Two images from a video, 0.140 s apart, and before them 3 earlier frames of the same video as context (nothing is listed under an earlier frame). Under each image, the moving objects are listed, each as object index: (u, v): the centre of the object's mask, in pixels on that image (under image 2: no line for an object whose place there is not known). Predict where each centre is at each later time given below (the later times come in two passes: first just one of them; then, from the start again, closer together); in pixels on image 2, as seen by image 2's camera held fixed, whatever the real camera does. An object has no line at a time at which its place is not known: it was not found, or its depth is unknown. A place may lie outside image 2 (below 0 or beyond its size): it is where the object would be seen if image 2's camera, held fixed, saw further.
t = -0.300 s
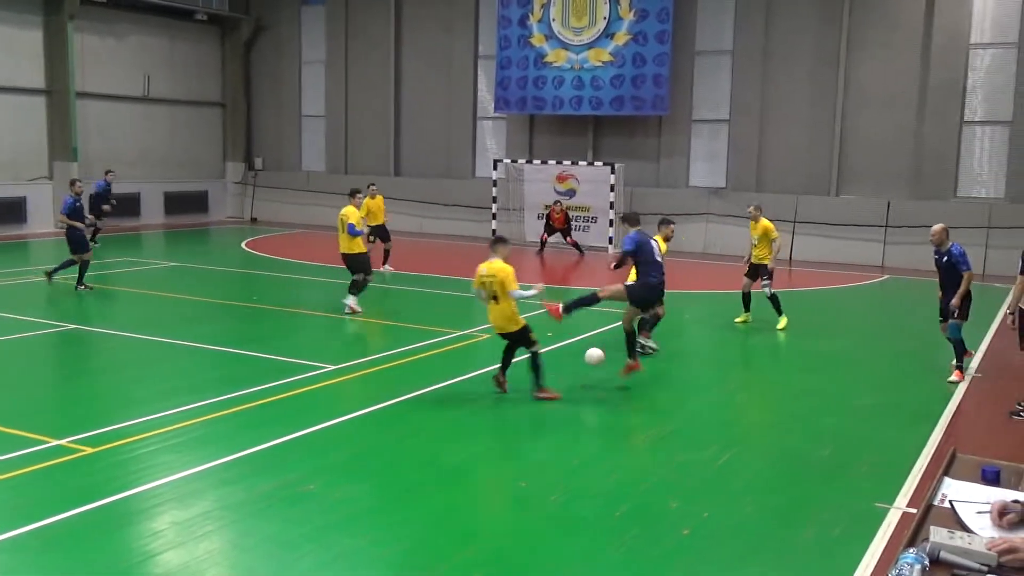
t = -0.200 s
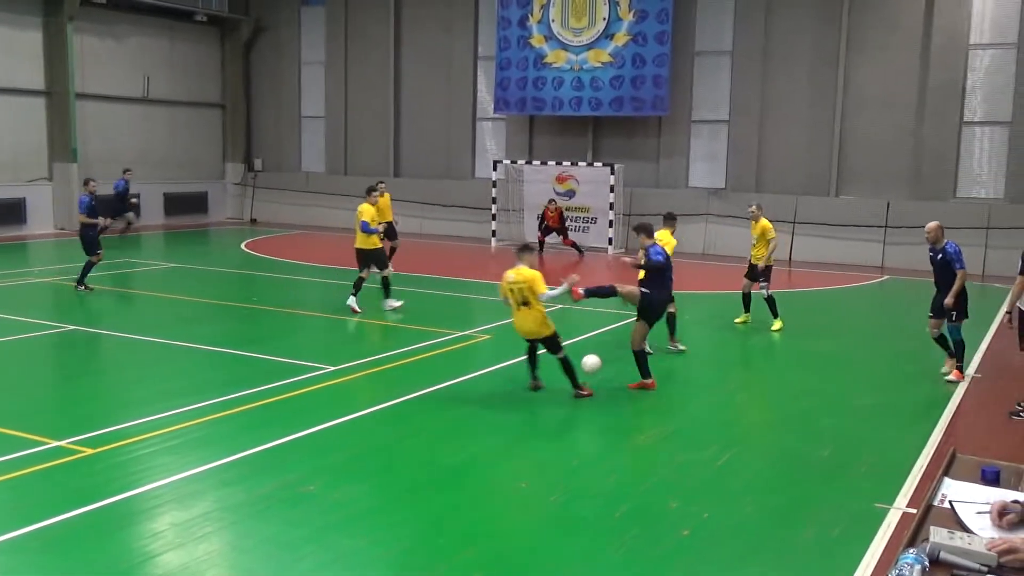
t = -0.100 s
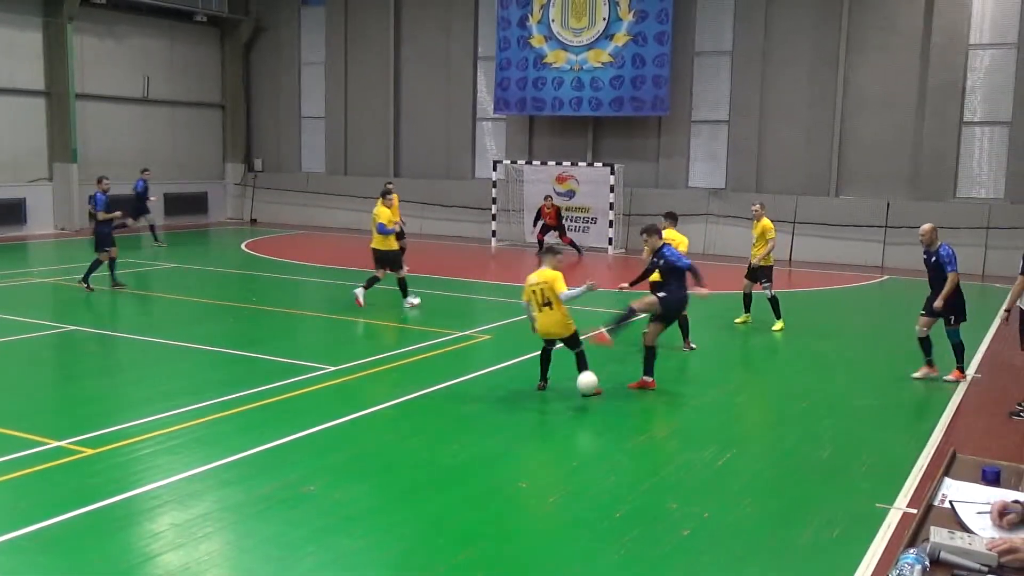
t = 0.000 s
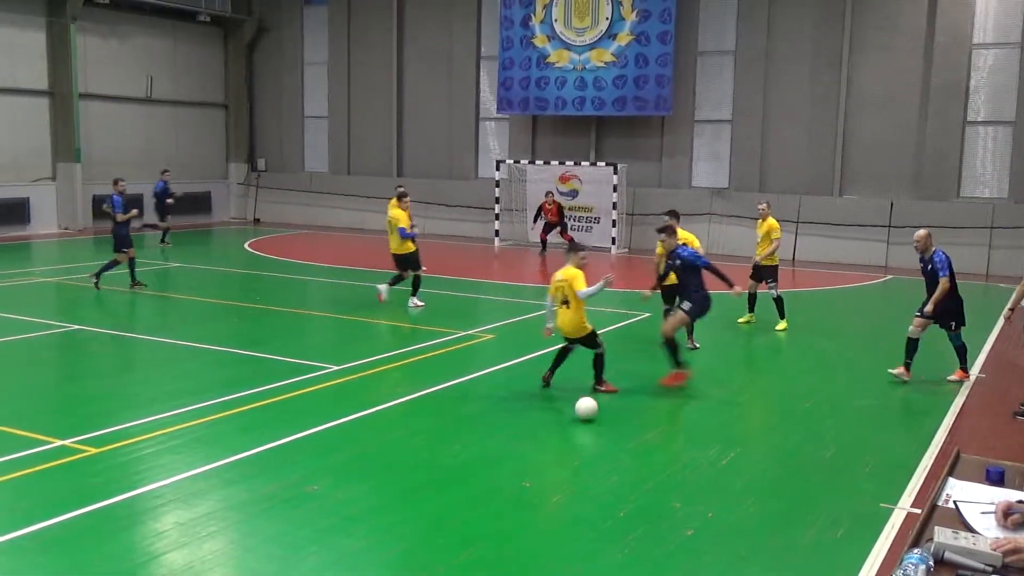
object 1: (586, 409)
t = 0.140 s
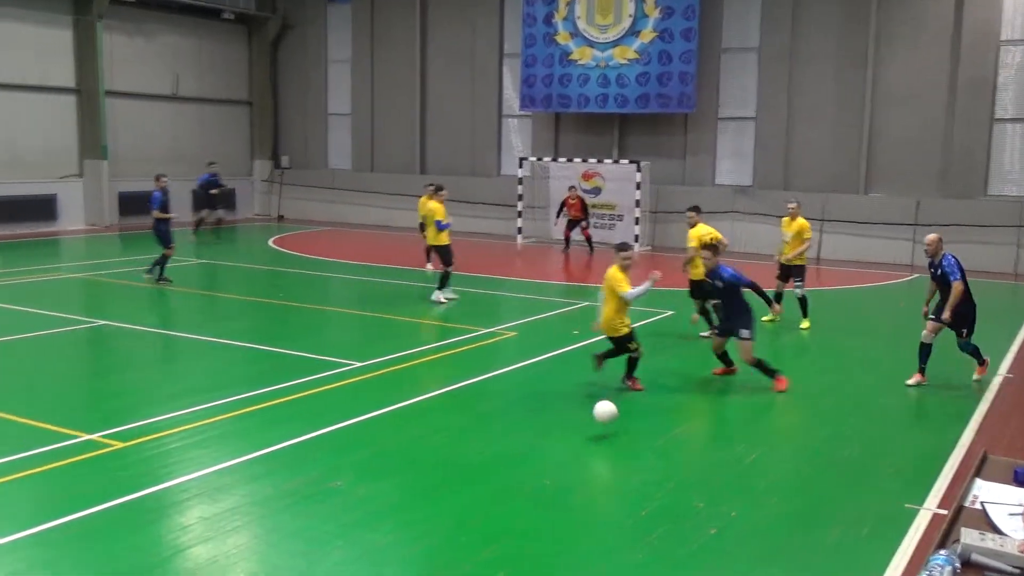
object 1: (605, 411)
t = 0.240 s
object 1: (601, 432)
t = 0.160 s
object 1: (604, 415)
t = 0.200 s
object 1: (602, 422)
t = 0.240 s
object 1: (601, 432)
